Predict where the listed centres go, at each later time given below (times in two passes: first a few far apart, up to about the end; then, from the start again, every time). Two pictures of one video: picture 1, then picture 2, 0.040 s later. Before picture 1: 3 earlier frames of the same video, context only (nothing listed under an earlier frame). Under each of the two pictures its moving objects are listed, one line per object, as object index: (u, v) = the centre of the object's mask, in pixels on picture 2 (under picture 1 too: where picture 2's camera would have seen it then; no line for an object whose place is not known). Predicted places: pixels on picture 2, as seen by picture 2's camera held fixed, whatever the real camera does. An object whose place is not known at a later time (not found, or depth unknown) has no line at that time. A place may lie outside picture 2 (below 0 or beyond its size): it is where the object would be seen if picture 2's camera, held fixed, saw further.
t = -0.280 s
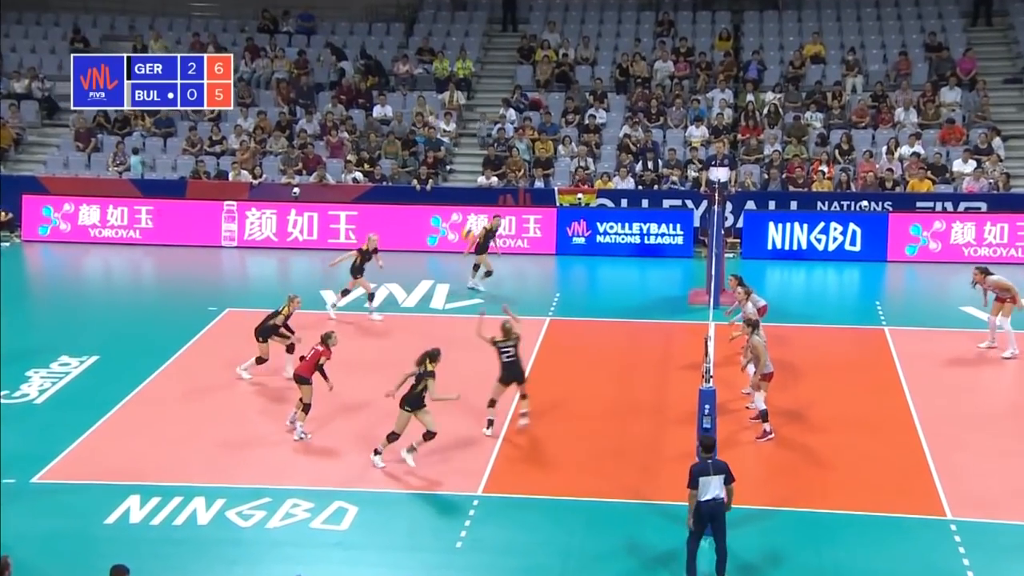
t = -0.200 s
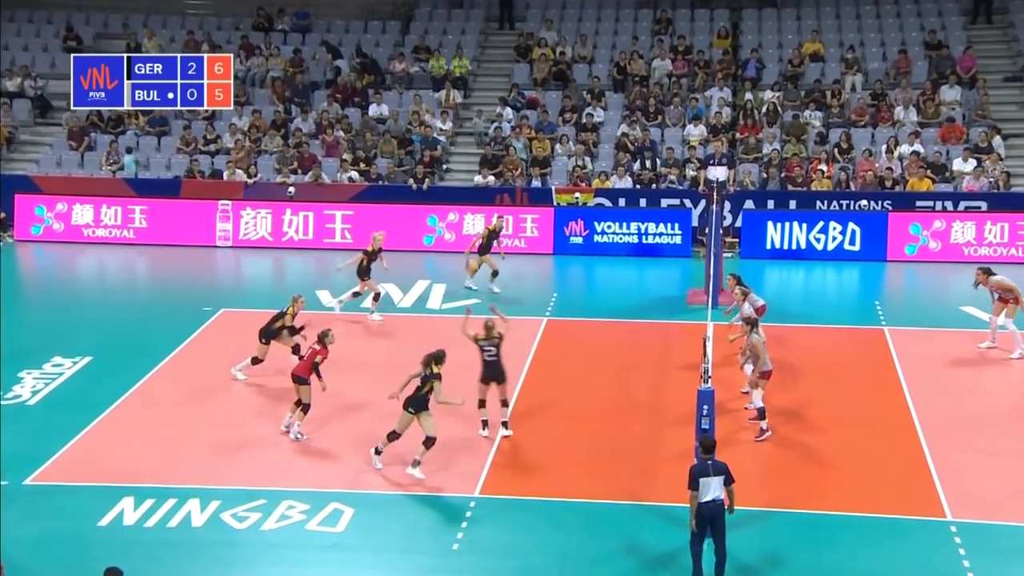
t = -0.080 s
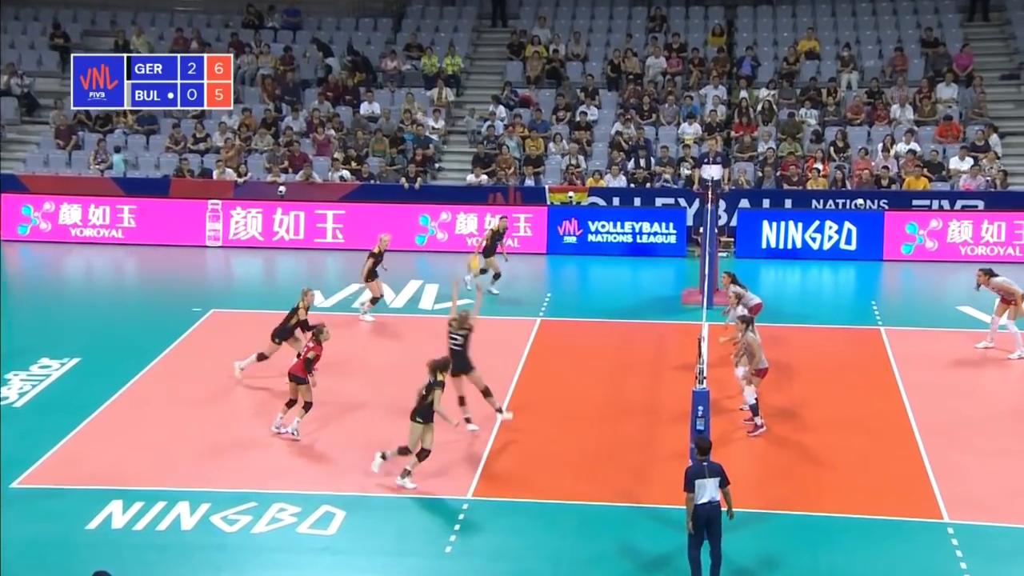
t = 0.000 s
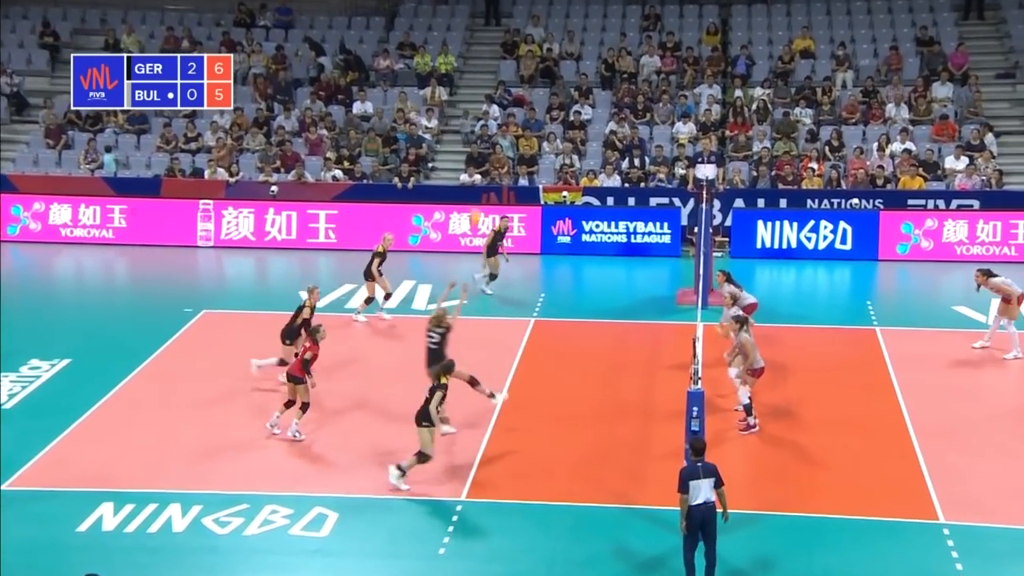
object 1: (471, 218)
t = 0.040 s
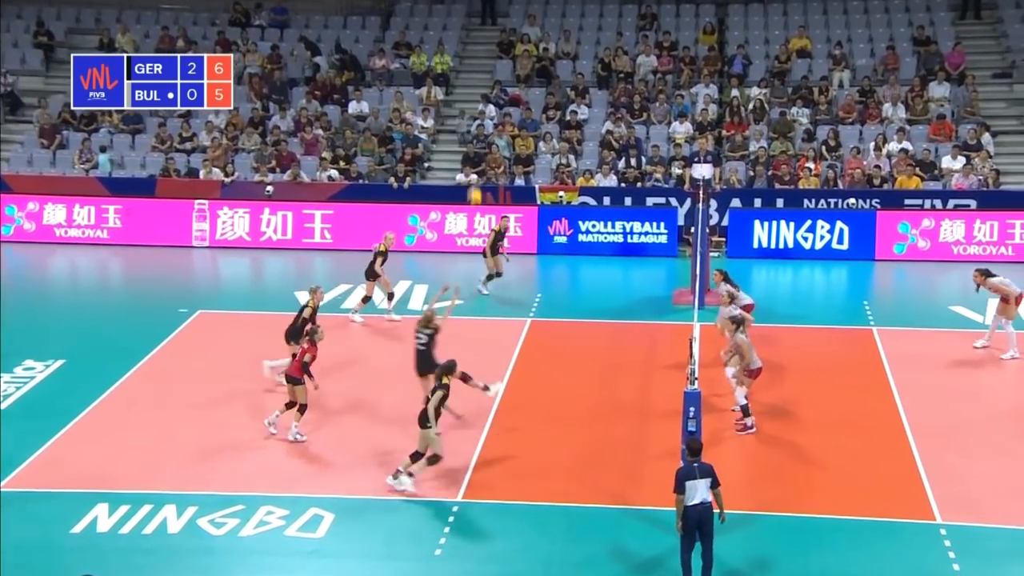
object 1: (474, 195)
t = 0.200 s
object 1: (488, 124)
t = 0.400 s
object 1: (501, 64)
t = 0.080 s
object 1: (479, 176)
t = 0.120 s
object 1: (481, 157)
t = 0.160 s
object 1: (484, 140)
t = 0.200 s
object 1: (488, 124)
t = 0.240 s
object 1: (490, 111)
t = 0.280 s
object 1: (494, 97)
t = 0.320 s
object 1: (496, 85)
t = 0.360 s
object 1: (498, 74)
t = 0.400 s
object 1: (501, 64)
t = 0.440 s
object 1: (503, 56)
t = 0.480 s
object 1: (505, 49)
